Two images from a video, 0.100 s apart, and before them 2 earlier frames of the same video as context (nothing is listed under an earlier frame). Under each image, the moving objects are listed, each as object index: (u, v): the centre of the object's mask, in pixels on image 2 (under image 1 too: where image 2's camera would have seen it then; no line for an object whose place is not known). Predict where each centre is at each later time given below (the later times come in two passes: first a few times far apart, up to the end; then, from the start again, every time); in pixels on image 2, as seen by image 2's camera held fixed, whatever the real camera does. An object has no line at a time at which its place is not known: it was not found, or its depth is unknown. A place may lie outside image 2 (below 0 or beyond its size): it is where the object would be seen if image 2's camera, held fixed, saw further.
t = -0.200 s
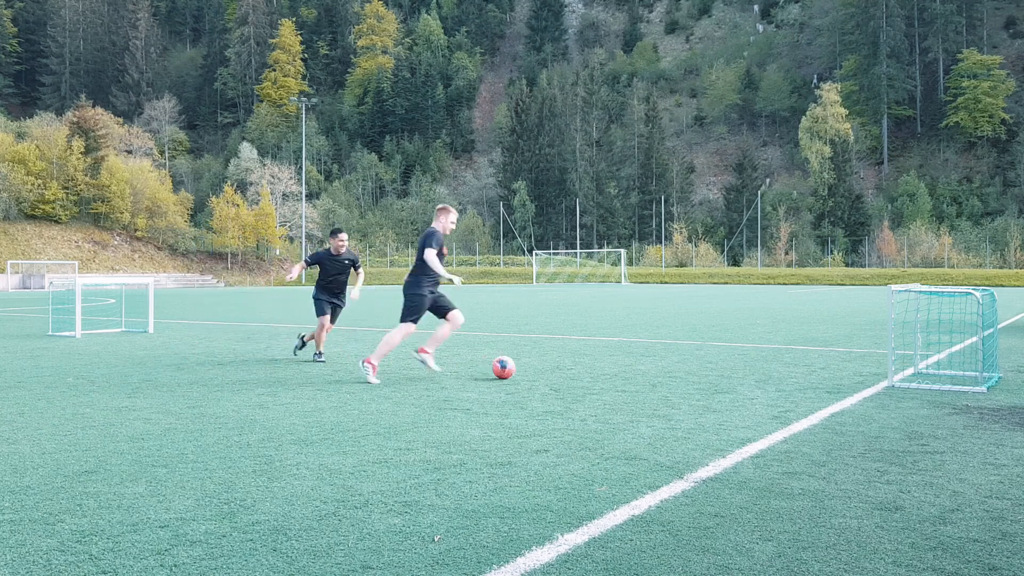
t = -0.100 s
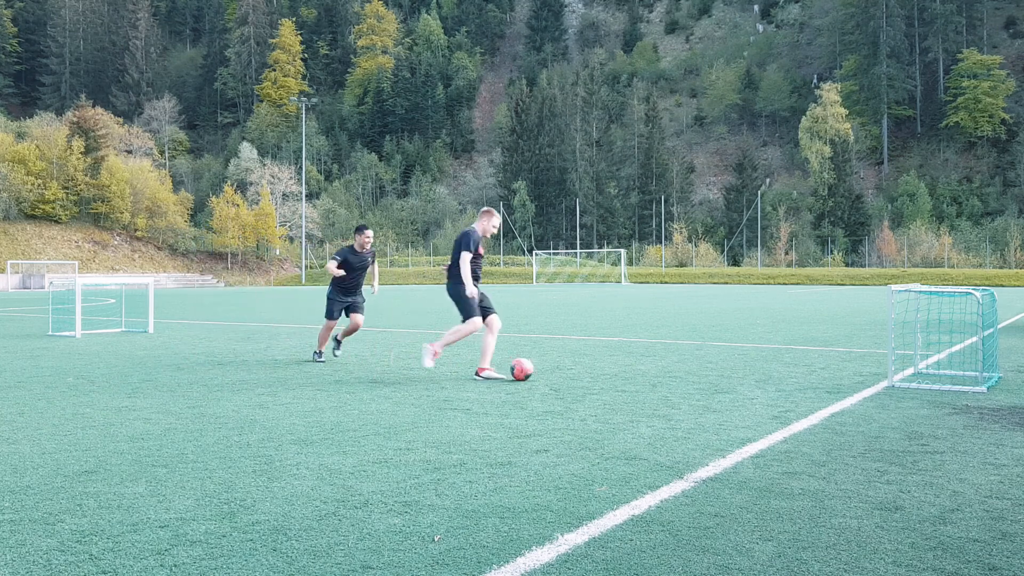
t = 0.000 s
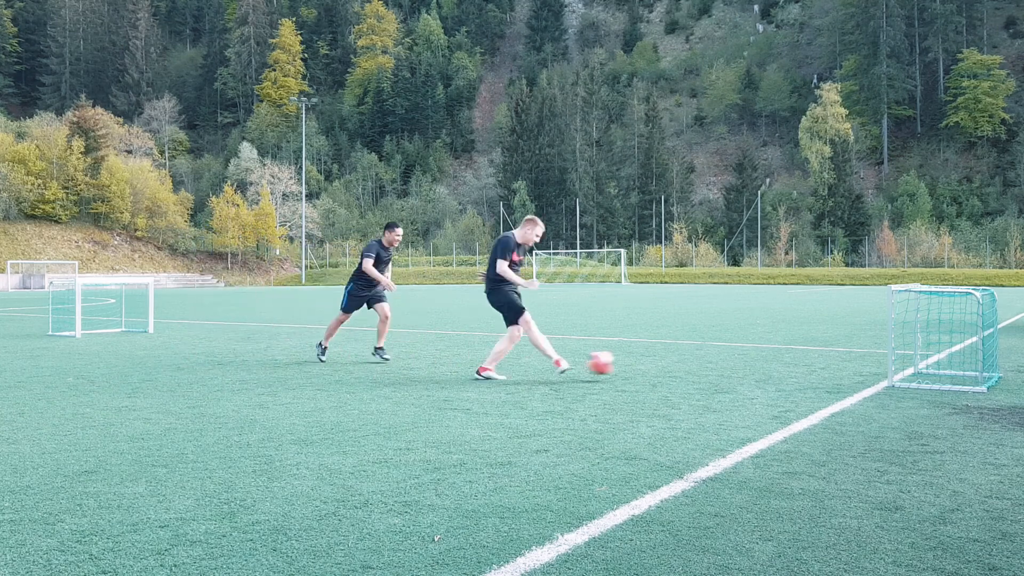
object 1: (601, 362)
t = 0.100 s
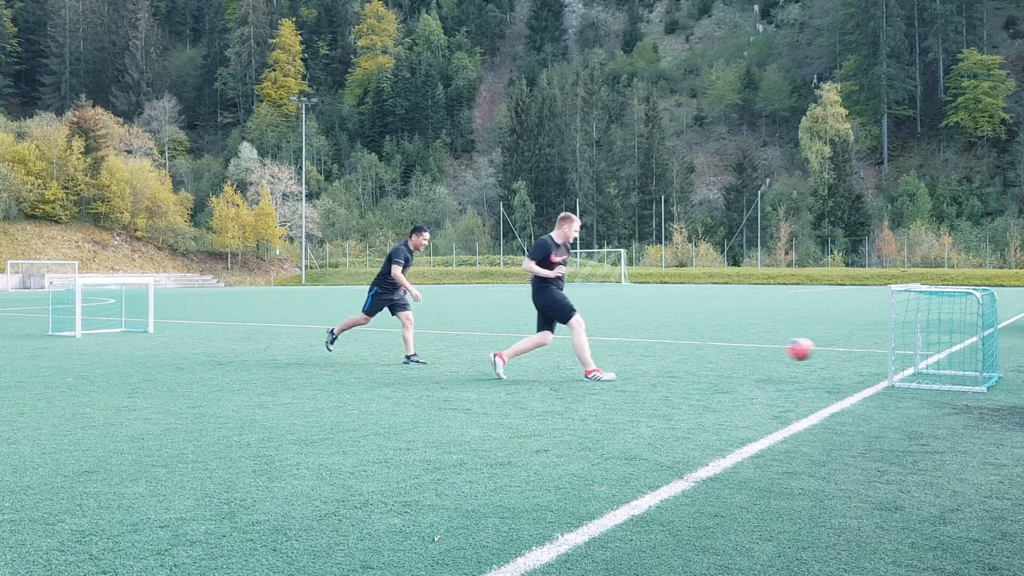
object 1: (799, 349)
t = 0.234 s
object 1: (977, 347)
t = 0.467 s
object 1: (968, 355)
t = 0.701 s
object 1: (927, 369)
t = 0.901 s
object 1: (967, 373)
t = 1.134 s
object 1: (1005, 366)
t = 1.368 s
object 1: (1001, 371)
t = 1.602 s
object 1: (1001, 372)
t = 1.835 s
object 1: (1002, 372)
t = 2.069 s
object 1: (1002, 372)
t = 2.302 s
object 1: (1002, 373)
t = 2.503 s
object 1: (1002, 373)
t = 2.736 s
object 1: (1002, 373)
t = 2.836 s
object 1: (1002, 373)
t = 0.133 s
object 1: (865, 346)
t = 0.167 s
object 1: (927, 345)
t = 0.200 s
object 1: (987, 345)
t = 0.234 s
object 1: (977, 347)
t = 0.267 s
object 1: (955, 348)
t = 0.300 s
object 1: (931, 351)
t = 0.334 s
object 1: (911, 356)
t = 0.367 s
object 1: (919, 358)
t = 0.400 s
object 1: (935, 356)
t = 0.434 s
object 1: (951, 355)
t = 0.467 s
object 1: (968, 355)
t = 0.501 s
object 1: (967, 355)
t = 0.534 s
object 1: (955, 357)
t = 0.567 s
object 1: (942, 359)
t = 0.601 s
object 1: (929, 363)
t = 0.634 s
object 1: (917, 367)
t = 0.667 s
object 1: (921, 370)
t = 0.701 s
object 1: (927, 369)
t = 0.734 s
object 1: (934, 369)
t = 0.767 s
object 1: (941, 368)
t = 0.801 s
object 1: (947, 371)
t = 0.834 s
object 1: (954, 373)
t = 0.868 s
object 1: (961, 375)
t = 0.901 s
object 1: (967, 373)
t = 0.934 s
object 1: (974, 372)
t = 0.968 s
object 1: (979, 372)
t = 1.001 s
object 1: (986, 374)
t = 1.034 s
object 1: (993, 371)
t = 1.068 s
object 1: (998, 369)
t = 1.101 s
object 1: (1003, 367)
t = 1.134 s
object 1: (1005, 366)
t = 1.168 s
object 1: (1006, 366)
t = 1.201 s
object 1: (1005, 365)
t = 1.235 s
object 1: (1004, 366)
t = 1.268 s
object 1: (1003, 367)
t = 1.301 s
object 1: (1002, 369)
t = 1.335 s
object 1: (1000, 373)
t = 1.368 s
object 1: (1001, 371)
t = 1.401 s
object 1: (1001, 370)
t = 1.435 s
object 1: (1001, 369)
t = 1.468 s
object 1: (1001, 370)
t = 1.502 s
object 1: (1001, 372)
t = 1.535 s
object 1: (1001, 372)
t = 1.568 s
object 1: (1001, 371)
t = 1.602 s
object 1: (1001, 372)
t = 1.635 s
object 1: (1002, 372)
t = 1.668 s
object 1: (1002, 372)
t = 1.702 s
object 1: (1002, 372)
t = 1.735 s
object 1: (1002, 372)
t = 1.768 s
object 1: (1002, 372)
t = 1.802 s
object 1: (1002, 372)
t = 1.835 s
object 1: (1002, 372)
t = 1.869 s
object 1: (1002, 372)
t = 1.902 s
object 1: (1002, 372)
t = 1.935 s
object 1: (1002, 372)
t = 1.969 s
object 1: (1002, 372)
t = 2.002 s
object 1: (1002, 372)
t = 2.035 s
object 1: (1002, 372)
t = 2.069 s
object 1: (1002, 372)
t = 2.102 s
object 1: (1002, 373)
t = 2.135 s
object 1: (1002, 373)
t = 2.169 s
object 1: (1002, 373)
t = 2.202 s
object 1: (1002, 373)
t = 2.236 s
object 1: (1002, 373)
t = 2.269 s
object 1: (1002, 373)
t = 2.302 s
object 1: (1002, 373)
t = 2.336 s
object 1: (1002, 373)
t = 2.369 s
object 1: (1002, 373)
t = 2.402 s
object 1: (1002, 372)
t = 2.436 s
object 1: (1002, 372)
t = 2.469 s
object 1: (1002, 372)
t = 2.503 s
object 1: (1002, 373)
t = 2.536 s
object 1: (1002, 372)
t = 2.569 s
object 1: (1002, 372)
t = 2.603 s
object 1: (1002, 373)
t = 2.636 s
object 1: (1002, 373)
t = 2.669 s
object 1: (1002, 372)
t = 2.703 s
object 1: (1002, 372)
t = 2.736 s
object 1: (1002, 373)
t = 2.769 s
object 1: (1001, 373)
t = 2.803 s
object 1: (1002, 372)
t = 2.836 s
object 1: (1002, 373)
